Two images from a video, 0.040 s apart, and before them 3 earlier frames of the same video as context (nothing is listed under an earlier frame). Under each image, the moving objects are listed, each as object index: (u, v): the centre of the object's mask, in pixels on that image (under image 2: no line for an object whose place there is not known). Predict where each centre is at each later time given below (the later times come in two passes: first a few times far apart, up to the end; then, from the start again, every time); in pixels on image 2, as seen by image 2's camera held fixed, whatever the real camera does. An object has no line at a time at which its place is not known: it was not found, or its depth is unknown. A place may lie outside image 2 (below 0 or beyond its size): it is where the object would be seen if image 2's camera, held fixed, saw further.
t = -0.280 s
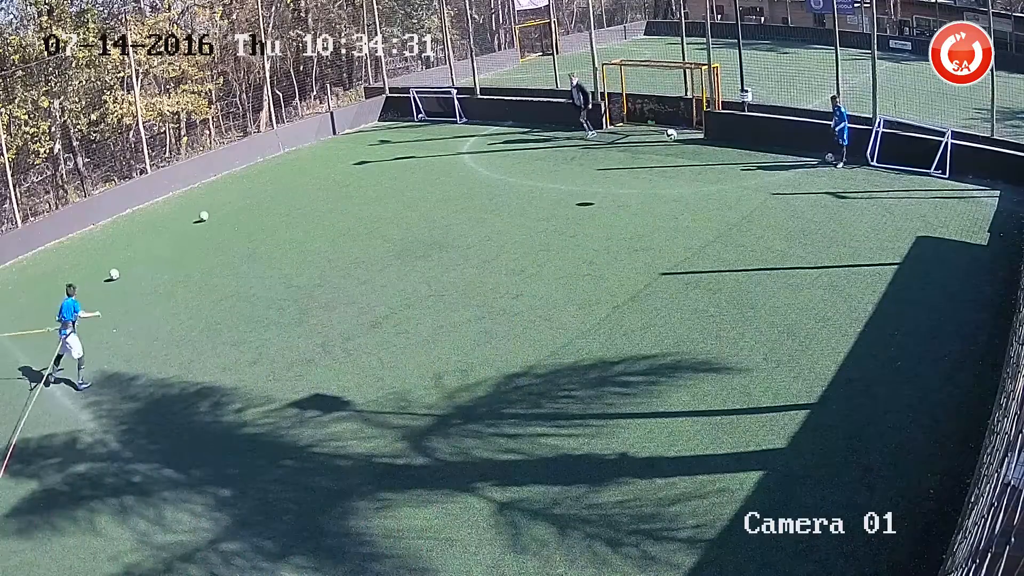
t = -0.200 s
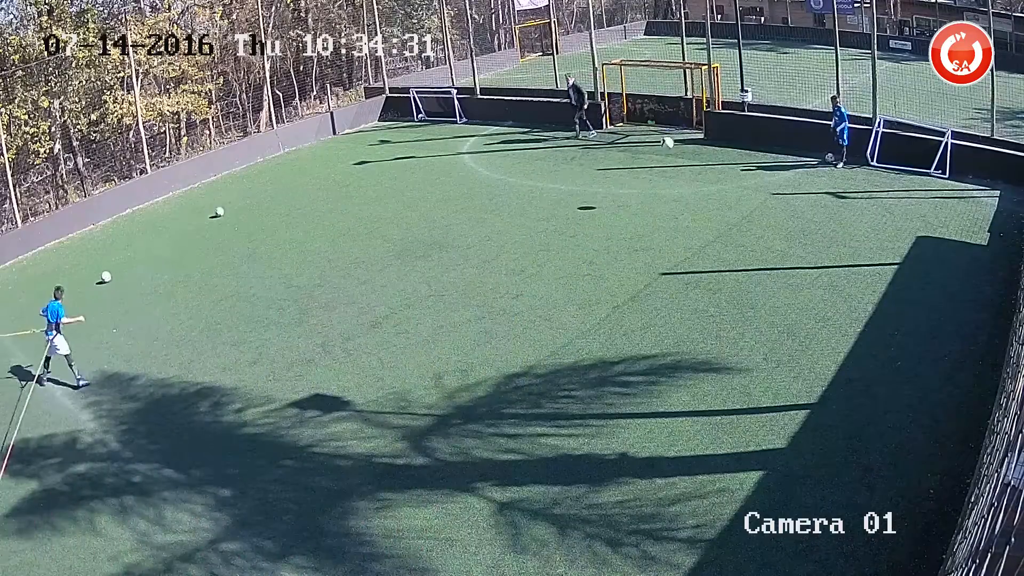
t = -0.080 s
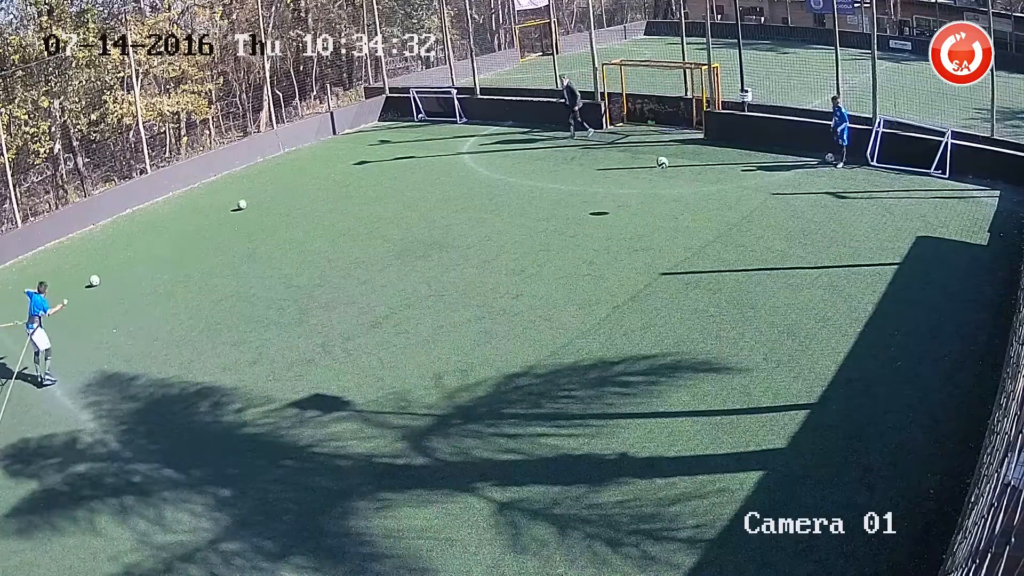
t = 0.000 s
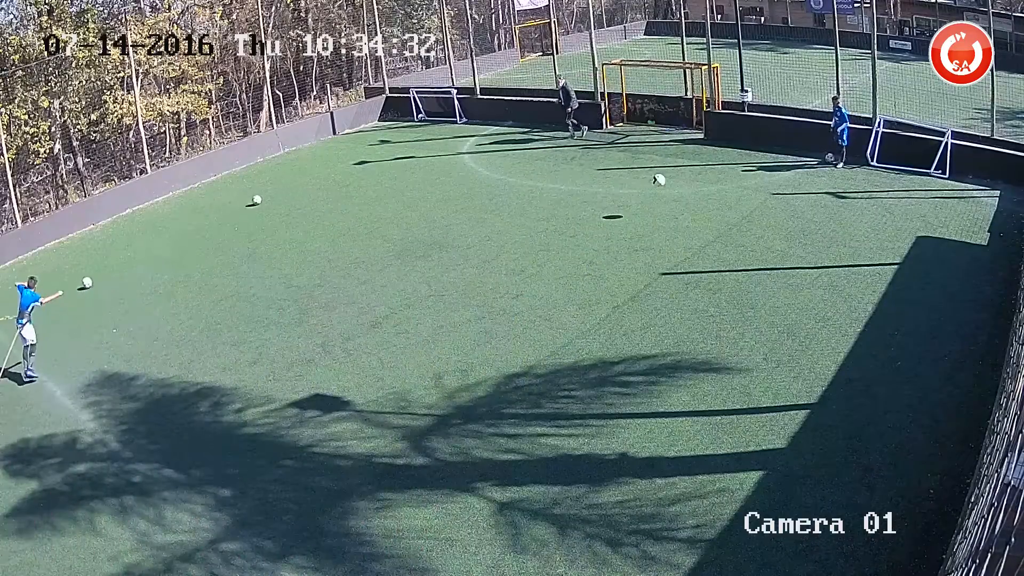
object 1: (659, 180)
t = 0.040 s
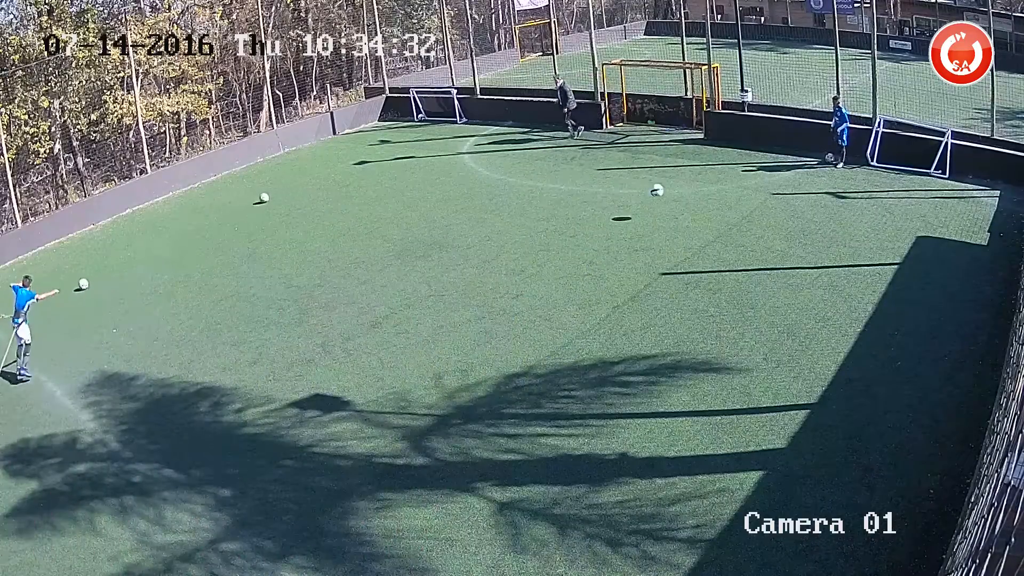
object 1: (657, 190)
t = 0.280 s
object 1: (641, 202)
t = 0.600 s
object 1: (613, 213)
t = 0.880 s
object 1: (588, 259)
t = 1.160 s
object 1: (558, 263)
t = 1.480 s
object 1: (521, 300)
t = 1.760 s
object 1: (486, 333)
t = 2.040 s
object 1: (450, 357)
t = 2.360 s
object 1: (406, 387)
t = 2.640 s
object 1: (365, 413)
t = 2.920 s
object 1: (325, 440)
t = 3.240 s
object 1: (277, 471)
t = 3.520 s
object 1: (236, 498)
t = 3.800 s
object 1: (195, 523)
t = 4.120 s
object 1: (151, 552)
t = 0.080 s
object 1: (656, 201)
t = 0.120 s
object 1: (654, 214)
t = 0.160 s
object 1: (651, 214)
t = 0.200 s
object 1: (648, 208)
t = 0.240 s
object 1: (644, 205)
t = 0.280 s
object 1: (641, 202)
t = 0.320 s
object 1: (638, 200)
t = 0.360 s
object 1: (633, 200)
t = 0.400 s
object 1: (630, 199)
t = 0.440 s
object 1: (627, 199)
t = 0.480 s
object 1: (623, 202)
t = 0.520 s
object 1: (620, 205)
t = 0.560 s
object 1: (616, 208)
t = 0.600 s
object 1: (613, 213)
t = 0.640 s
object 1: (609, 218)
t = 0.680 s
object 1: (606, 225)
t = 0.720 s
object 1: (602, 233)
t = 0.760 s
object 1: (598, 242)
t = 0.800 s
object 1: (596, 252)
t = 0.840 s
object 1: (593, 262)
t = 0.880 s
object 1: (588, 259)
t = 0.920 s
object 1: (584, 256)
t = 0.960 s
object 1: (579, 255)
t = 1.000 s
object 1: (576, 255)
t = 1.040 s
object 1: (570, 256)
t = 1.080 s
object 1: (566, 257)
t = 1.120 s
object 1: (562, 260)
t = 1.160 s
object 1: (558, 263)
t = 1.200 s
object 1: (553, 268)
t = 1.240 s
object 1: (549, 274)
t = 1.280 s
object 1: (545, 281)
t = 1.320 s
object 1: (540, 290)
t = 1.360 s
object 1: (537, 299)
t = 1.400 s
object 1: (532, 300)
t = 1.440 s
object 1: (527, 300)
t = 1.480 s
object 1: (521, 300)
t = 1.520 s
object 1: (516, 302)
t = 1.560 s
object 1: (511, 306)
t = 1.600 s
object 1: (506, 309)
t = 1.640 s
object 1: (501, 315)
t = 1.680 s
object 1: (497, 320)
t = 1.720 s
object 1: (492, 328)
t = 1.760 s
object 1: (486, 333)
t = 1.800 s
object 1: (482, 334)
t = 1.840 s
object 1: (475, 336)
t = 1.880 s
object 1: (471, 338)
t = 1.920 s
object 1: (465, 342)
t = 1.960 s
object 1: (460, 347)
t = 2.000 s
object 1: (455, 353)
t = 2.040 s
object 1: (450, 357)
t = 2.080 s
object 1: (444, 359)
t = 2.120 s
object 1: (439, 362)
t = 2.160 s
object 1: (434, 365)
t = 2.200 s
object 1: (428, 370)
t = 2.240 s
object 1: (423, 376)
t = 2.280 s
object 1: (417, 379)
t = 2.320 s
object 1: (411, 383)
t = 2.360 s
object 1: (406, 387)
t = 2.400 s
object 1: (400, 391)
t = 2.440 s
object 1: (395, 395)
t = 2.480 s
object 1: (389, 398)
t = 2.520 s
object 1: (383, 402)
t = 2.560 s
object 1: (377, 406)
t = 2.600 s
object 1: (372, 410)
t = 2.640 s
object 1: (365, 413)
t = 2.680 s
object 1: (360, 417)
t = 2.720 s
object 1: (354, 421)
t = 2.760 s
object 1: (348, 424)
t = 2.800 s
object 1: (342, 428)
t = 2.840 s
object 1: (337, 432)
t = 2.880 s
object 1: (331, 436)
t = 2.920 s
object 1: (325, 440)
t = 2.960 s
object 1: (318, 443)
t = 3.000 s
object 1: (312, 447)
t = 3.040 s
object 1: (306, 452)
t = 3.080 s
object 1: (301, 455)
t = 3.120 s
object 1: (295, 459)
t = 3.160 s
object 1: (289, 463)
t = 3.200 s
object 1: (283, 467)
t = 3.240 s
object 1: (277, 471)
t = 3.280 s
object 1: (271, 475)
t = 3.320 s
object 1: (265, 478)
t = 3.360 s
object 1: (259, 483)
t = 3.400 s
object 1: (253, 486)
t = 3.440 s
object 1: (247, 490)
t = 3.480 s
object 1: (242, 494)
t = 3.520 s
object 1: (236, 498)
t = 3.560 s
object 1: (230, 502)
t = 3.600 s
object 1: (224, 505)
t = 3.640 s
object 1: (218, 509)
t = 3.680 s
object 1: (212, 513)
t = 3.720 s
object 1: (207, 516)
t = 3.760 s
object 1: (201, 520)
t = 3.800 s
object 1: (195, 523)
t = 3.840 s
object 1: (189, 527)
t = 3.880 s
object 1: (184, 531)
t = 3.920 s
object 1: (178, 534)
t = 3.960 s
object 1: (173, 538)
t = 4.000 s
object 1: (167, 541)
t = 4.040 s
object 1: (161, 545)
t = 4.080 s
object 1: (156, 548)
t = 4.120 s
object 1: (151, 552)
